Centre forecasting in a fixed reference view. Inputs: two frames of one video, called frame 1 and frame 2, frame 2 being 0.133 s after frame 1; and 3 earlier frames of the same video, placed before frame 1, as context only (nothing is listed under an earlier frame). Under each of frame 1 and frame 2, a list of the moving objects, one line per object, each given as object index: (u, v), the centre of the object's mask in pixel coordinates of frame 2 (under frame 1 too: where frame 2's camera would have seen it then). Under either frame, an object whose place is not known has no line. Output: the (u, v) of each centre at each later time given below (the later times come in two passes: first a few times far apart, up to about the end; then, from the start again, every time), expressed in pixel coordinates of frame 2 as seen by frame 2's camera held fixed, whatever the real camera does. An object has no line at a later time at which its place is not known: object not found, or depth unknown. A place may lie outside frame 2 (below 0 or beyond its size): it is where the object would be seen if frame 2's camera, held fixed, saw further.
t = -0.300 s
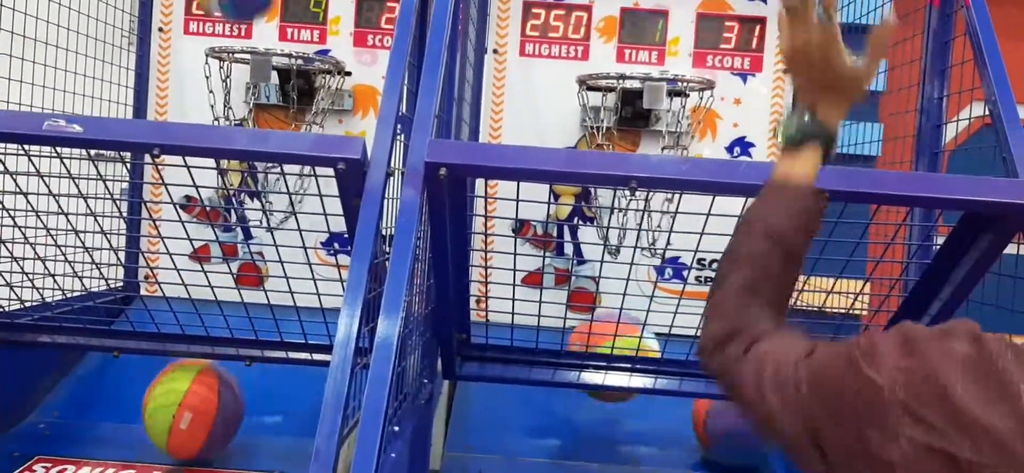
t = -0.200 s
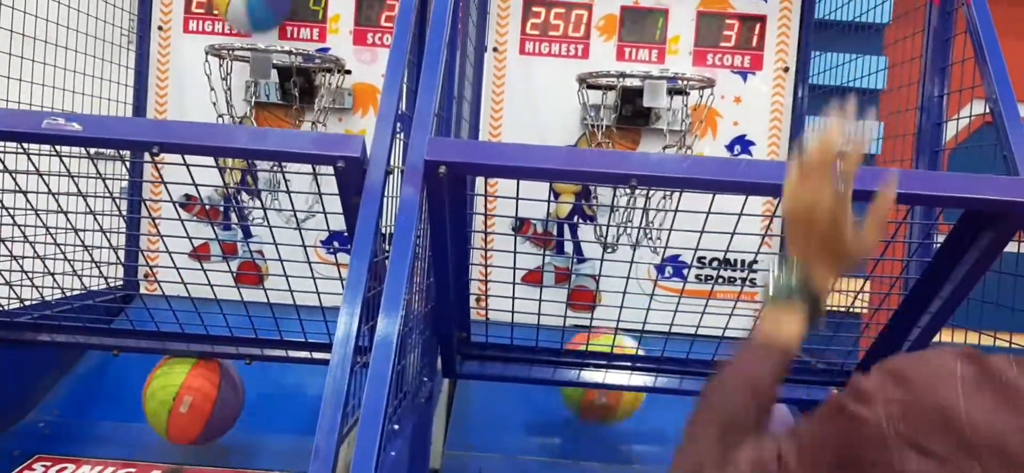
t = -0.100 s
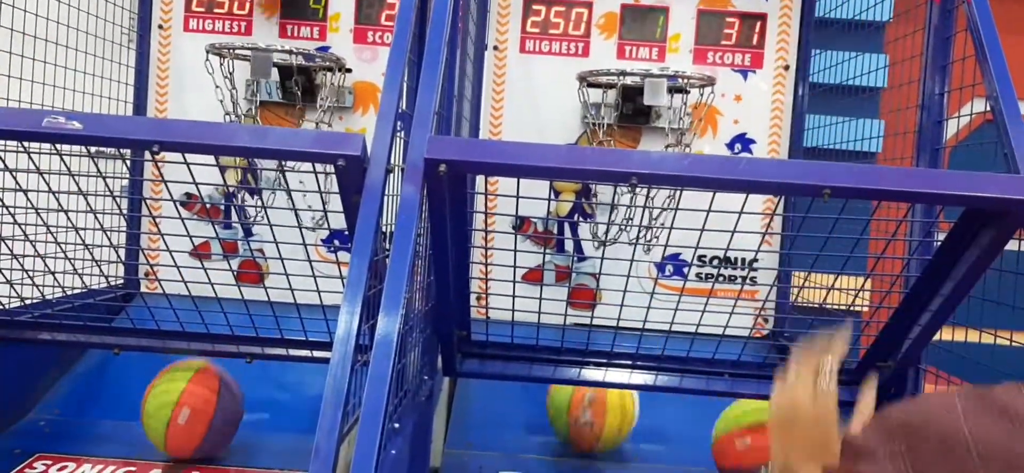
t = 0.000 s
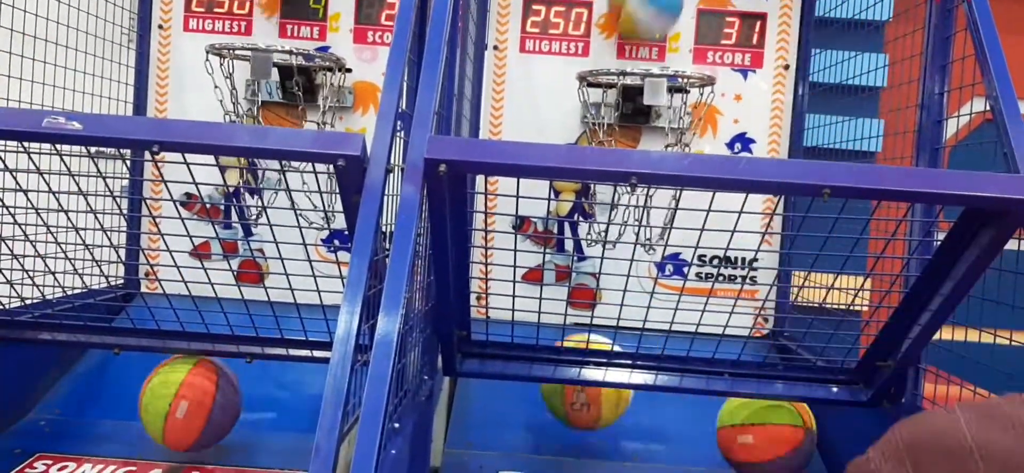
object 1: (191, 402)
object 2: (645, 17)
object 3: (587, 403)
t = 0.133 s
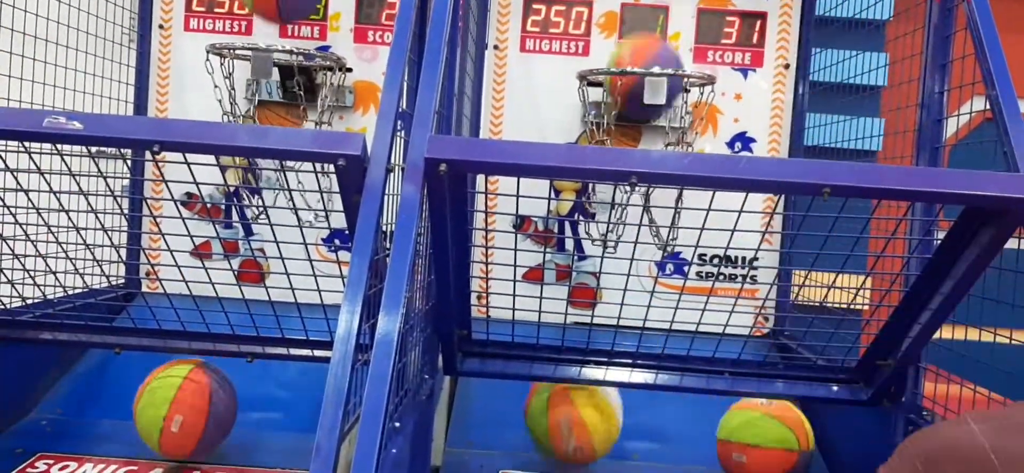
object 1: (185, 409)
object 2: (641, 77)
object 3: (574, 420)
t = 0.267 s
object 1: (176, 419)
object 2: (643, 136)
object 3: (559, 422)
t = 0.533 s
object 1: (151, 434)
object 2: (629, 289)
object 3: (537, 405)
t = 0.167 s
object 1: (183, 413)
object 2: (643, 111)
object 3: (570, 430)
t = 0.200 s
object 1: (181, 419)
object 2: (645, 122)
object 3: (566, 428)
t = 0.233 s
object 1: (179, 417)
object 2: (643, 128)
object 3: (562, 426)
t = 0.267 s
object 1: (176, 419)
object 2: (643, 136)
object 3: (559, 422)
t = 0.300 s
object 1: (173, 424)
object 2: (637, 199)
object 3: (556, 419)
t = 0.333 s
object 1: (171, 423)
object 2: (639, 204)
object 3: (553, 417)
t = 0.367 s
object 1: (168, 426)
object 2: (634, 213)
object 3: (550, 413)
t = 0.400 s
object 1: (165, 427)
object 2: (634, 219)
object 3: (547, 410)
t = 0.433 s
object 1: (161, 429)
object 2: (634, 227)
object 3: (545, 408)
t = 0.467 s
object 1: (158, 431)
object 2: (632, 242)
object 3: (542, 407)
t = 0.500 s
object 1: (154, 432)
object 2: (631, 265)
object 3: (540, 406)
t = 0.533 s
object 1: (151, 434)
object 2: (629, 289)
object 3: (537, 405)
